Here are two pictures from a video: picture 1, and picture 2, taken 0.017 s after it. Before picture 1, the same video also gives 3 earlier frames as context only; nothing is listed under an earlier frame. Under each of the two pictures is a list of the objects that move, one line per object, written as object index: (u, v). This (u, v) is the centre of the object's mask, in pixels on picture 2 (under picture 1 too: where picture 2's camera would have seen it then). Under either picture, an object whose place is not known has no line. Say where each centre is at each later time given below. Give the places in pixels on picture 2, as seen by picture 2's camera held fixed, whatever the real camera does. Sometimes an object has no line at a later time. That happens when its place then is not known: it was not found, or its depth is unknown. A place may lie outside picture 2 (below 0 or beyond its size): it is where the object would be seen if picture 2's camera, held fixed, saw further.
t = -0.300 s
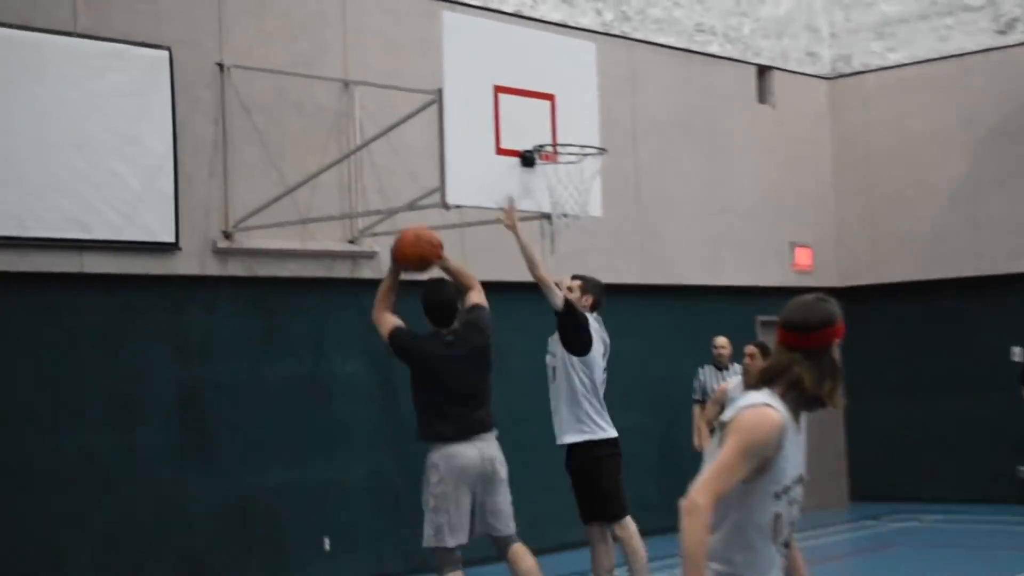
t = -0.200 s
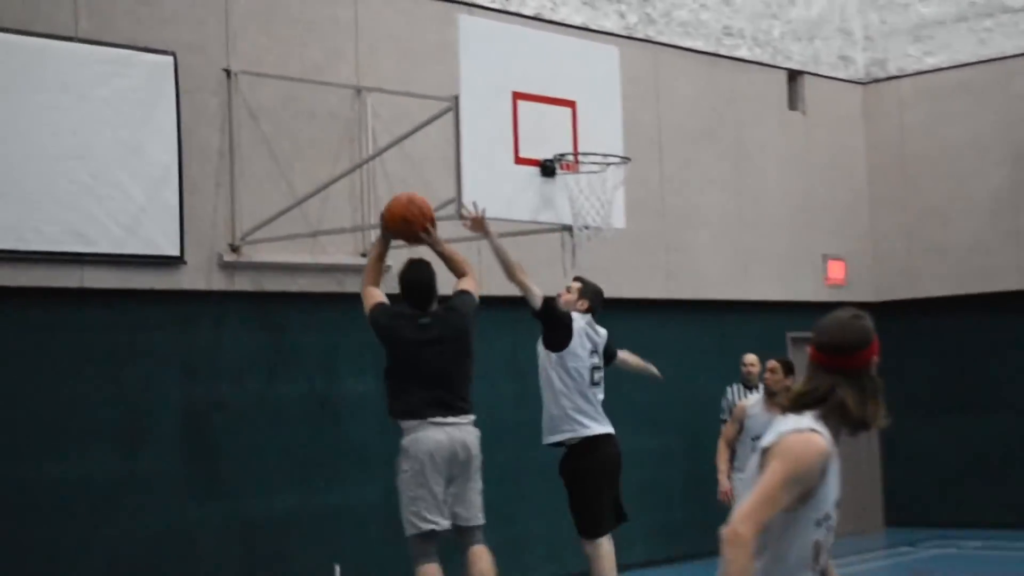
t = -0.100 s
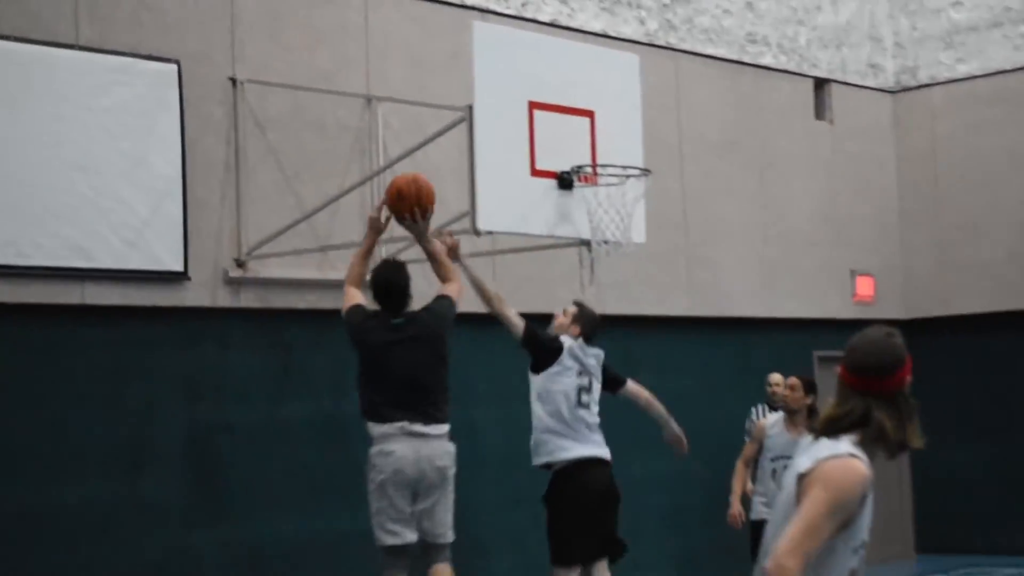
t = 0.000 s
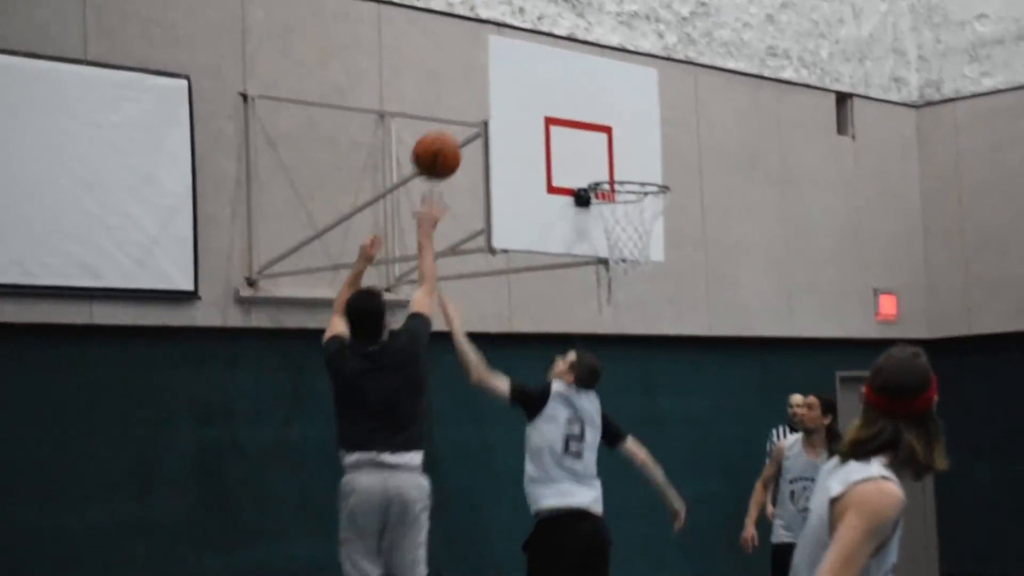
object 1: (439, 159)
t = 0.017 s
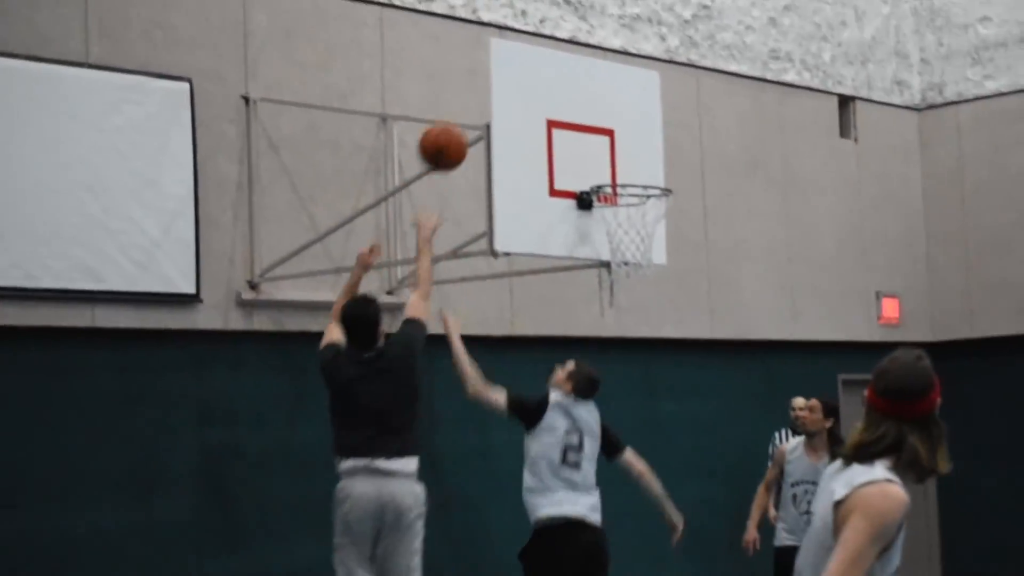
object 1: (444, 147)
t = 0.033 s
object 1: (448, 135)
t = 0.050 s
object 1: (452, 124)
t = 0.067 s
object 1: (456, 116)
